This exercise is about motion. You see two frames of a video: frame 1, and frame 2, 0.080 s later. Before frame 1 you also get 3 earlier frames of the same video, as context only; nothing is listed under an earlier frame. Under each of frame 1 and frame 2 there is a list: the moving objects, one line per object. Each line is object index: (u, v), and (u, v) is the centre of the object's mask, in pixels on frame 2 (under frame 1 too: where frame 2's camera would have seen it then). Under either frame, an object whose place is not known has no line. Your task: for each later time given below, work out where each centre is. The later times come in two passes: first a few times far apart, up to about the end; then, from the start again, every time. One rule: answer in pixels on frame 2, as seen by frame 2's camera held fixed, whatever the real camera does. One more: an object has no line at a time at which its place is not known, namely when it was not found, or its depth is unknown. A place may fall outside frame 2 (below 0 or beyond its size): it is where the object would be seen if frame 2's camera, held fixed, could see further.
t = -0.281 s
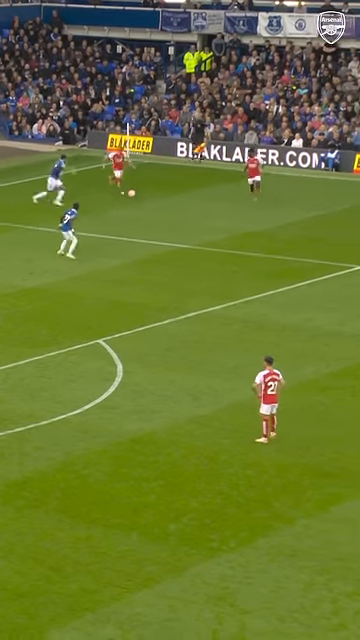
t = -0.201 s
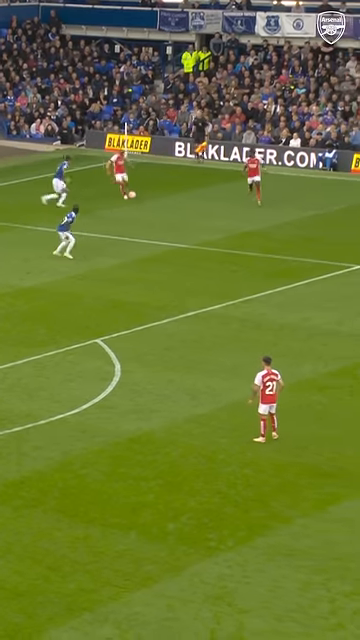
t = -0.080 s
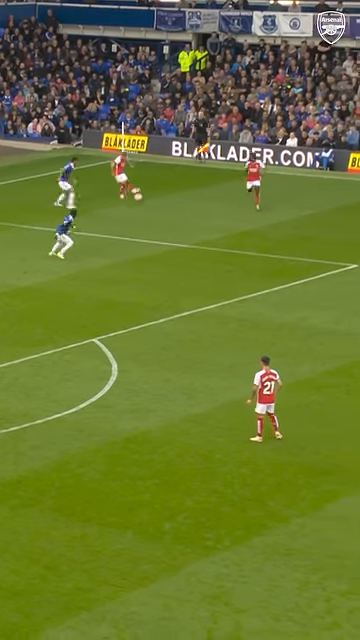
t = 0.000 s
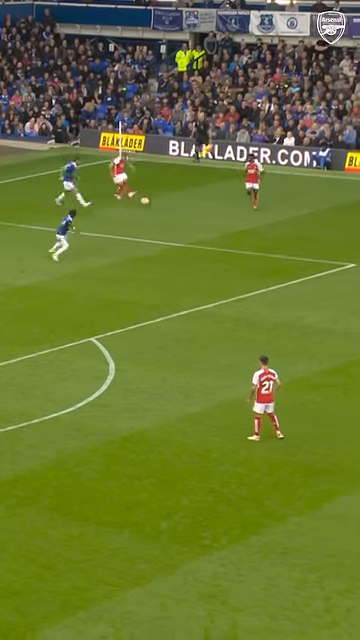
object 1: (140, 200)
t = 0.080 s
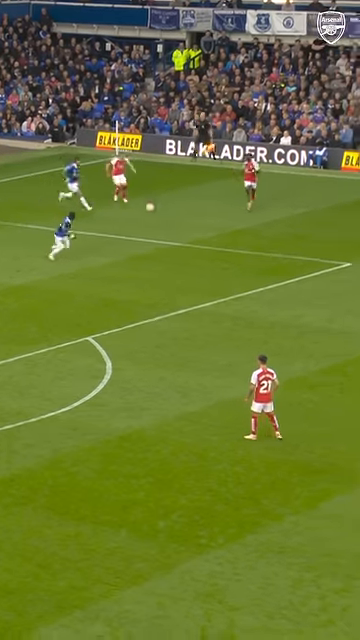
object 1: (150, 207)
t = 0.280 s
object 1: (164, 237)
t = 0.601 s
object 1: (172, 285)
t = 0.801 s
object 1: (170, 322)
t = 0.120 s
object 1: (154, 212)
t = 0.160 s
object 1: (156, 217)
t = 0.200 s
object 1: (158, 223)
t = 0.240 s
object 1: (161, 229)
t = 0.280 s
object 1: (164, 237)
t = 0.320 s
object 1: (165, 246)
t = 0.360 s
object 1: (166, 254)
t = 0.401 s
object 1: (168, 263)
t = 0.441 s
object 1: (169, 272)
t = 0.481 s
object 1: (170, 275)
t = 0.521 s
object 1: (171, 277)
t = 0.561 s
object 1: (171, 280)
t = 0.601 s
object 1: (172, 285)
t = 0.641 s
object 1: (172, 290)
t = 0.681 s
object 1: (171, 297)
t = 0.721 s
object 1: (171, 304)
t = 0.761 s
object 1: (170, 313)
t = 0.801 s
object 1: (170, 322)
